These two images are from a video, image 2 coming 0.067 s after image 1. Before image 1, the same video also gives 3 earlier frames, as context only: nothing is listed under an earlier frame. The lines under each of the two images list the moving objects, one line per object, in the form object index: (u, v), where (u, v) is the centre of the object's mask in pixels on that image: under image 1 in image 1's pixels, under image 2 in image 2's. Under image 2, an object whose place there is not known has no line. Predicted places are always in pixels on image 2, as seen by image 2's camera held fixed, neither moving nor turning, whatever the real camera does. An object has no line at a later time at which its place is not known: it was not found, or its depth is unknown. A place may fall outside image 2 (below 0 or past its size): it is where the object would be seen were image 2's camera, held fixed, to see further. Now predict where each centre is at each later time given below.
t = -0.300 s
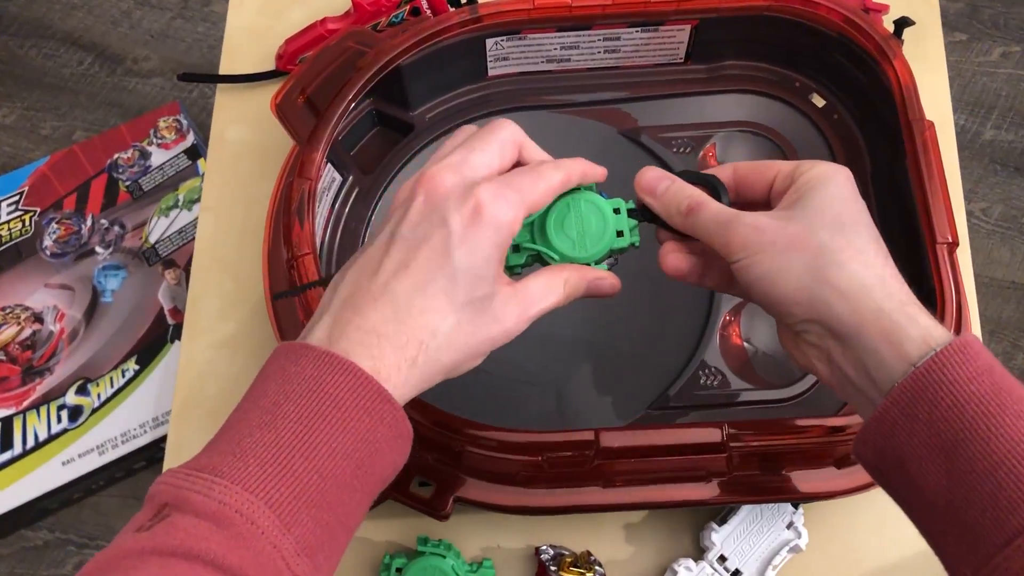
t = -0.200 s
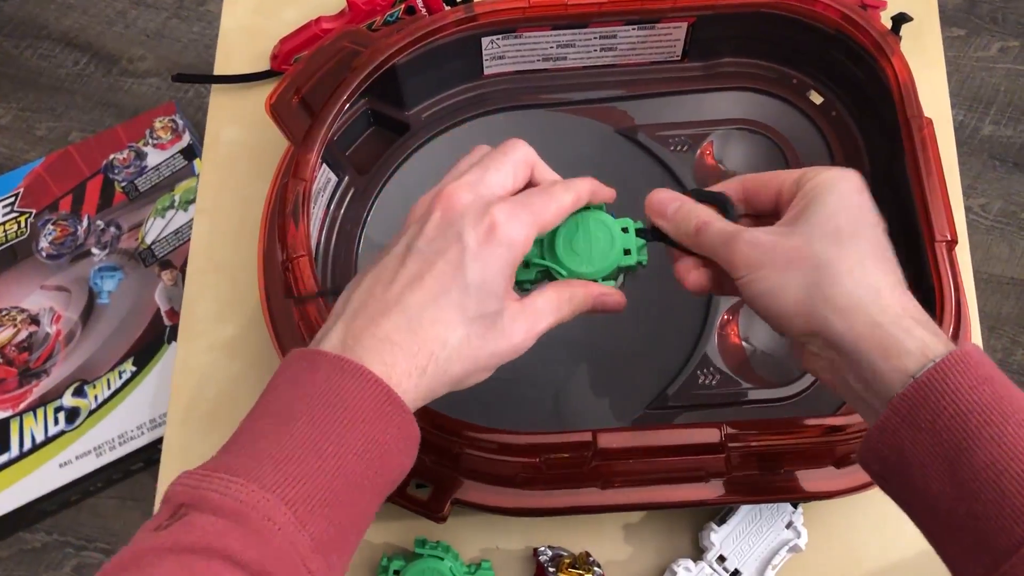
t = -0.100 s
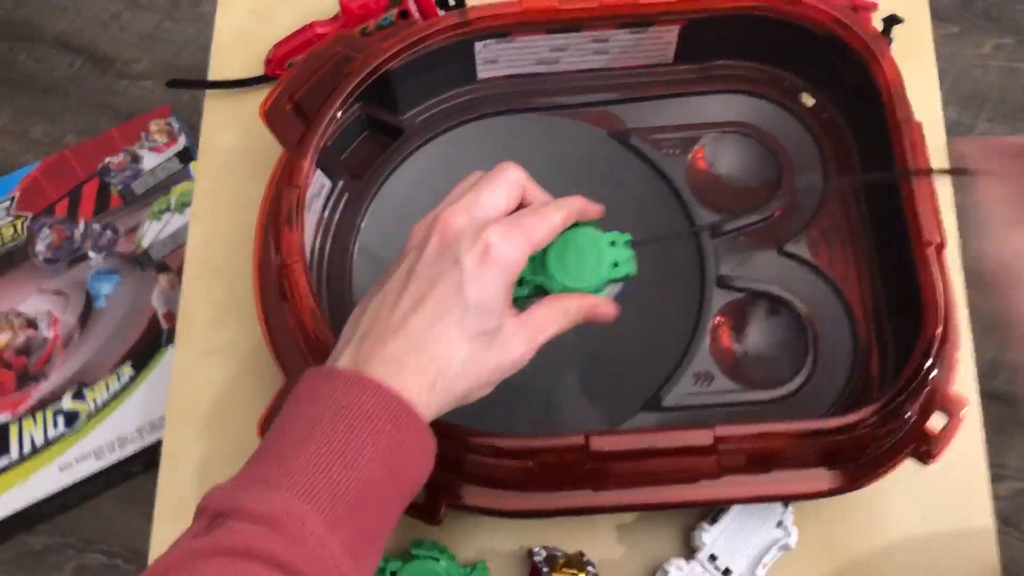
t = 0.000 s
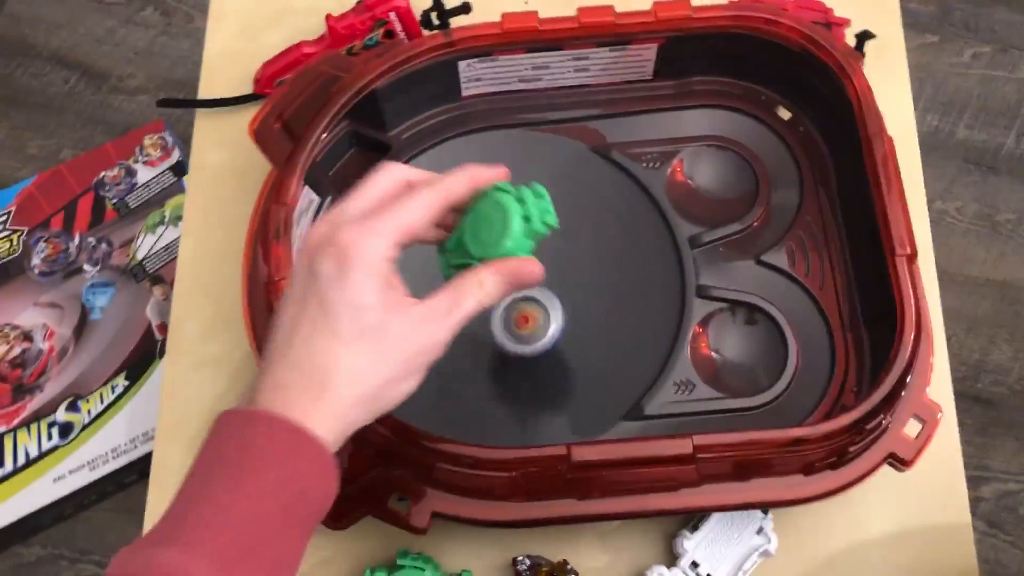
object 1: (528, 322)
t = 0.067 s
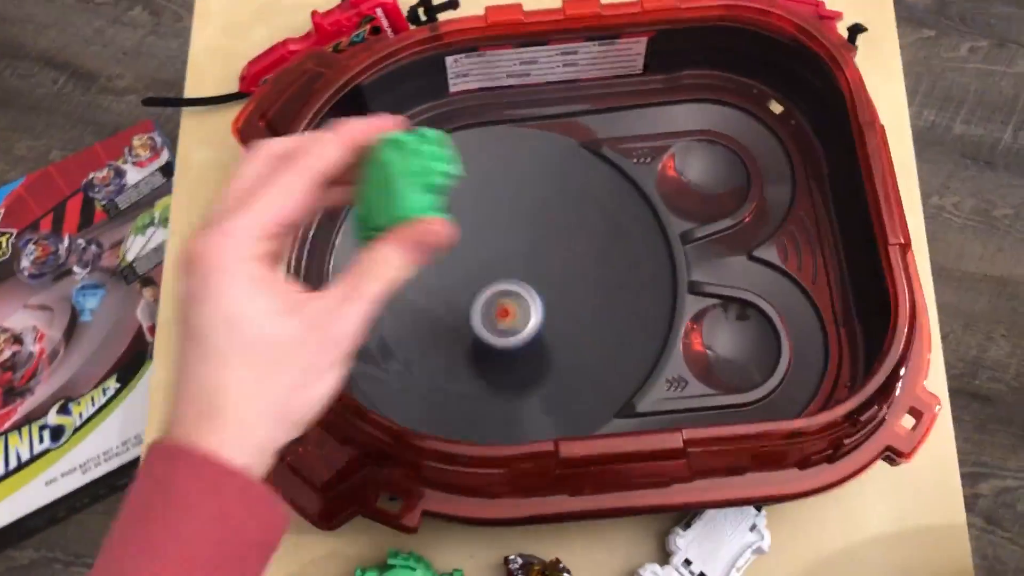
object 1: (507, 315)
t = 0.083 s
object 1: (505, 312)
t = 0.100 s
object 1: (503, 310)
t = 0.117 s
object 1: (501, 310)
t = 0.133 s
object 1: (500, 309)
